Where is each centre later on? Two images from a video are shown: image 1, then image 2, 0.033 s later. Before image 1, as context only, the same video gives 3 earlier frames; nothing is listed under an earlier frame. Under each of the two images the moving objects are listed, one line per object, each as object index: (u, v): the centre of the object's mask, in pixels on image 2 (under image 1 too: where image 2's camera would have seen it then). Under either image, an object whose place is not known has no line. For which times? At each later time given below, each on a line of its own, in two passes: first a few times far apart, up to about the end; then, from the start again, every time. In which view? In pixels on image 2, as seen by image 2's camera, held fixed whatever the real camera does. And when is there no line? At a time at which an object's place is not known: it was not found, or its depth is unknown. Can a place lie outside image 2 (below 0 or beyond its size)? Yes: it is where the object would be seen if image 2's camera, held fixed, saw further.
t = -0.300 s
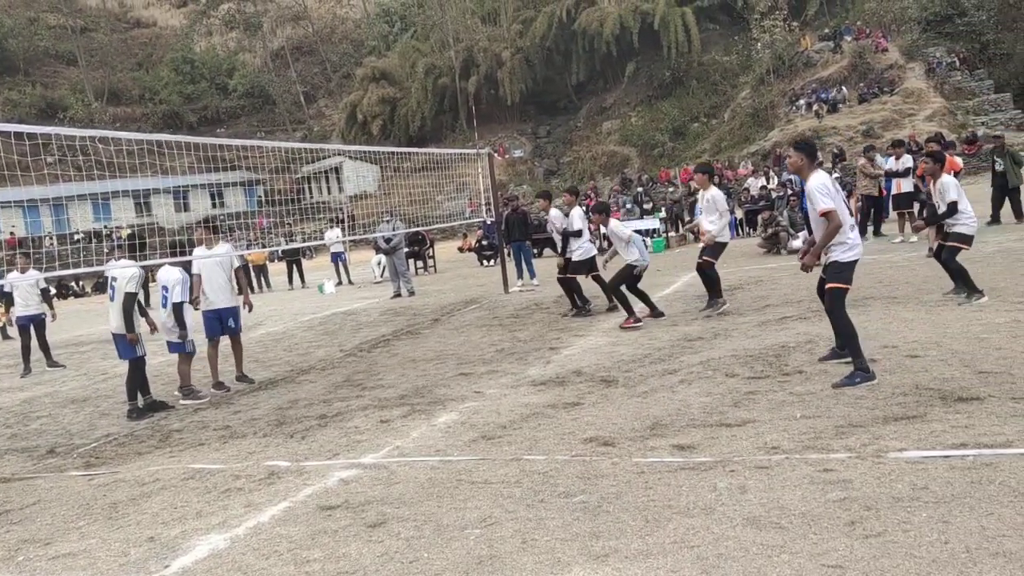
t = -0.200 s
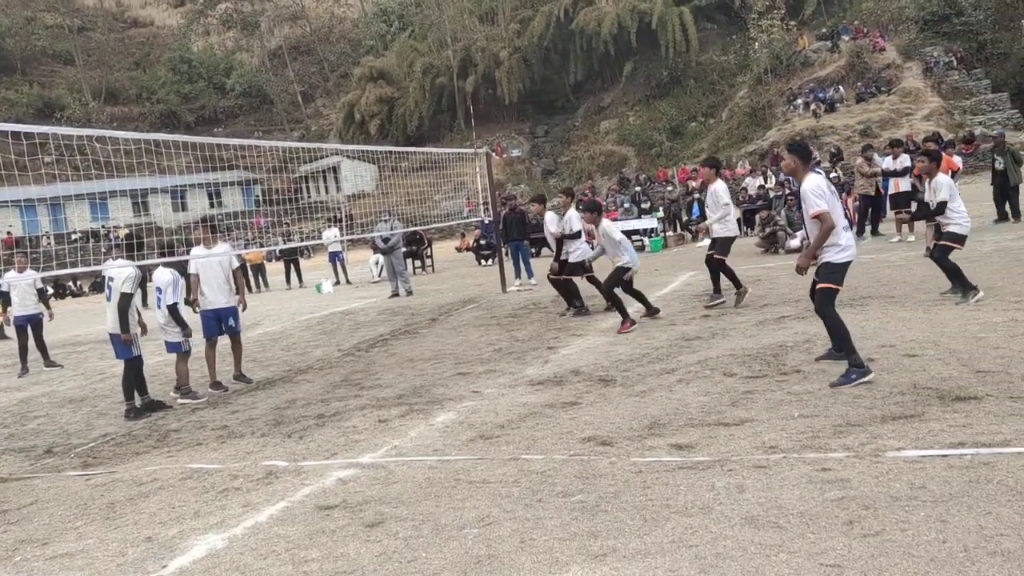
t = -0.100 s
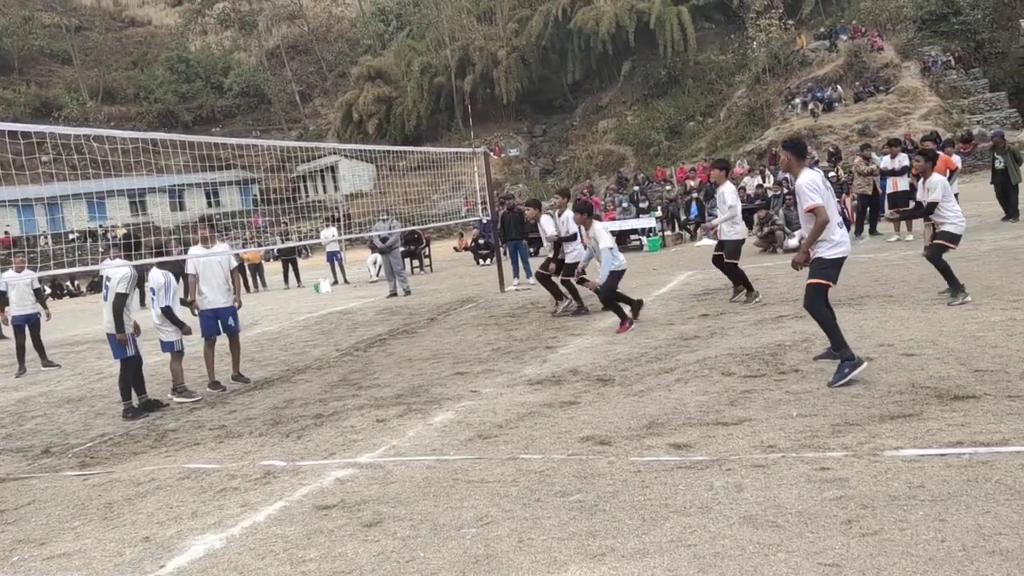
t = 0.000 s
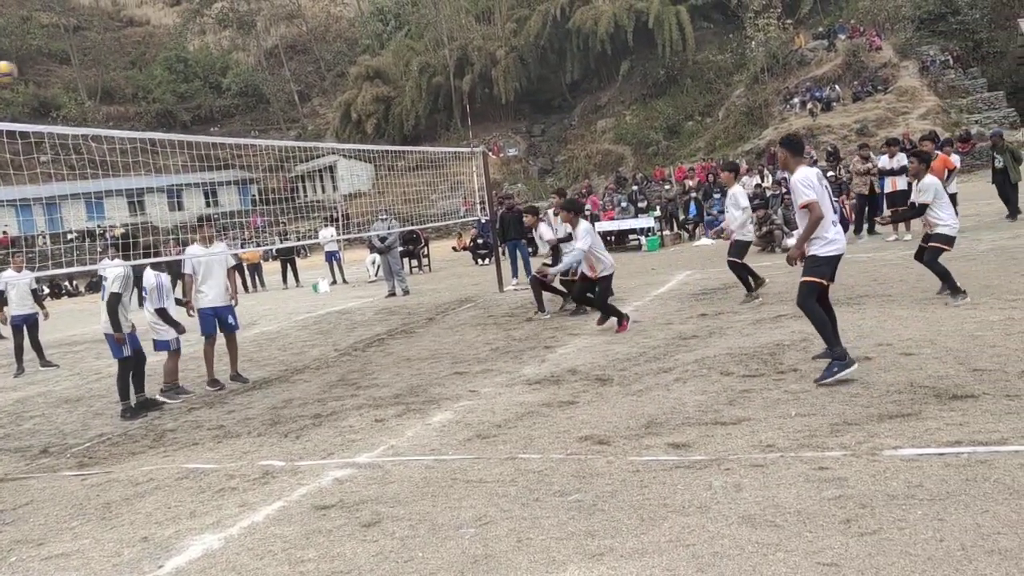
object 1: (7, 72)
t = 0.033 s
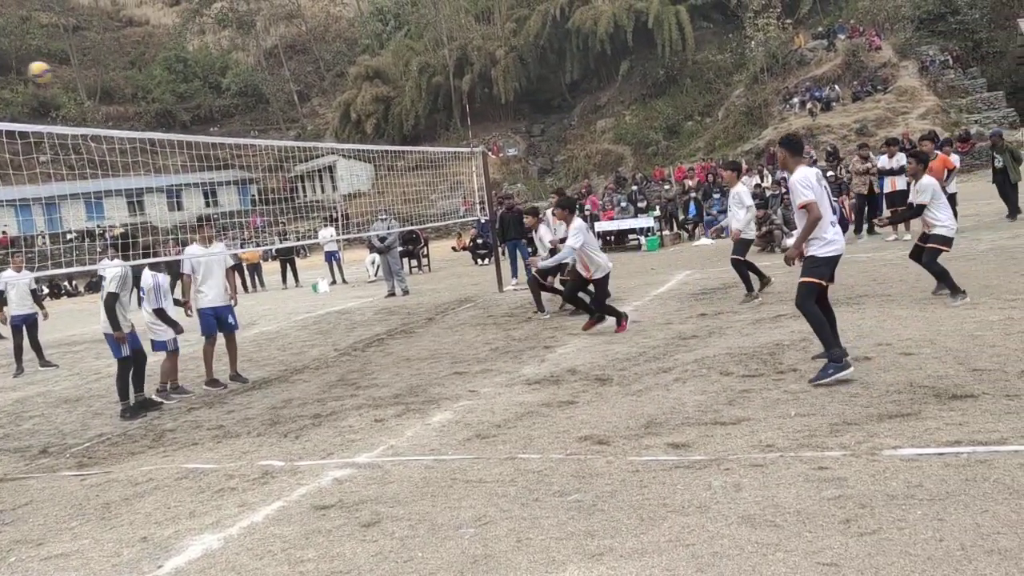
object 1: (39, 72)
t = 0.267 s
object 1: (294, 110)
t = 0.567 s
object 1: (610, 241)
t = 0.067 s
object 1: (76, 73)
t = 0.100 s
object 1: (111, 77)
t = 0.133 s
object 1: (149, 81)
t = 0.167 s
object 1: (186, 88)
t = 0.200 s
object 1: (221, 94)
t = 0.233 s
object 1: (259, 102)
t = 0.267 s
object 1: (294, 110)
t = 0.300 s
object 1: (329, 120)
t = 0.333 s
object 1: (365, 132)
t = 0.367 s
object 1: (401, 145)
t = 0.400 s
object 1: (435, 159)
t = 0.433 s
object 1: (469, 173)
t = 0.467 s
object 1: (505, 188)
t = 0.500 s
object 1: (539, 205)
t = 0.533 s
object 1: (575, 225)
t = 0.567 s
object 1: (610, 241)
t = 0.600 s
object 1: (647, 263)
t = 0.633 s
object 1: (680, 284)
